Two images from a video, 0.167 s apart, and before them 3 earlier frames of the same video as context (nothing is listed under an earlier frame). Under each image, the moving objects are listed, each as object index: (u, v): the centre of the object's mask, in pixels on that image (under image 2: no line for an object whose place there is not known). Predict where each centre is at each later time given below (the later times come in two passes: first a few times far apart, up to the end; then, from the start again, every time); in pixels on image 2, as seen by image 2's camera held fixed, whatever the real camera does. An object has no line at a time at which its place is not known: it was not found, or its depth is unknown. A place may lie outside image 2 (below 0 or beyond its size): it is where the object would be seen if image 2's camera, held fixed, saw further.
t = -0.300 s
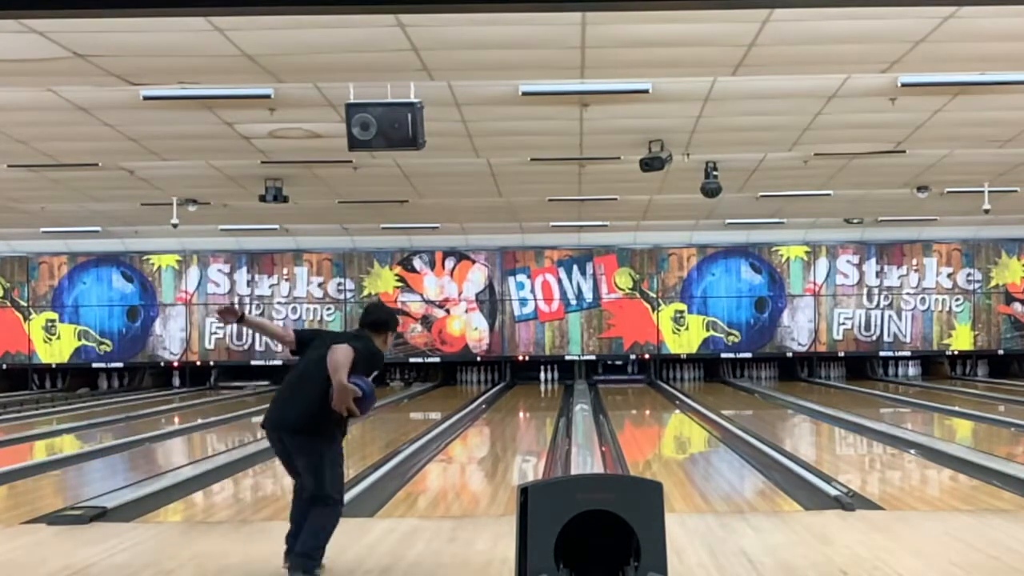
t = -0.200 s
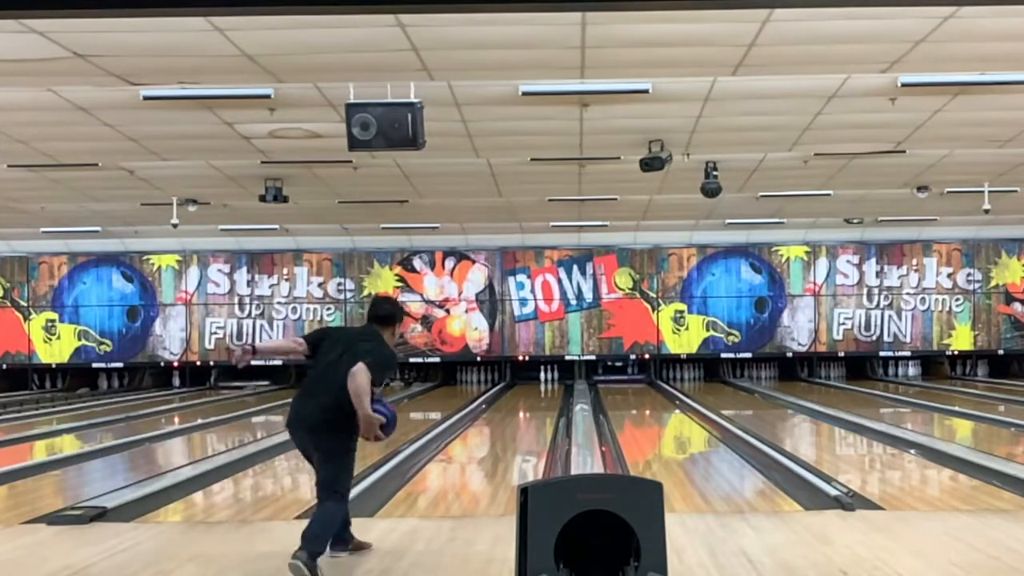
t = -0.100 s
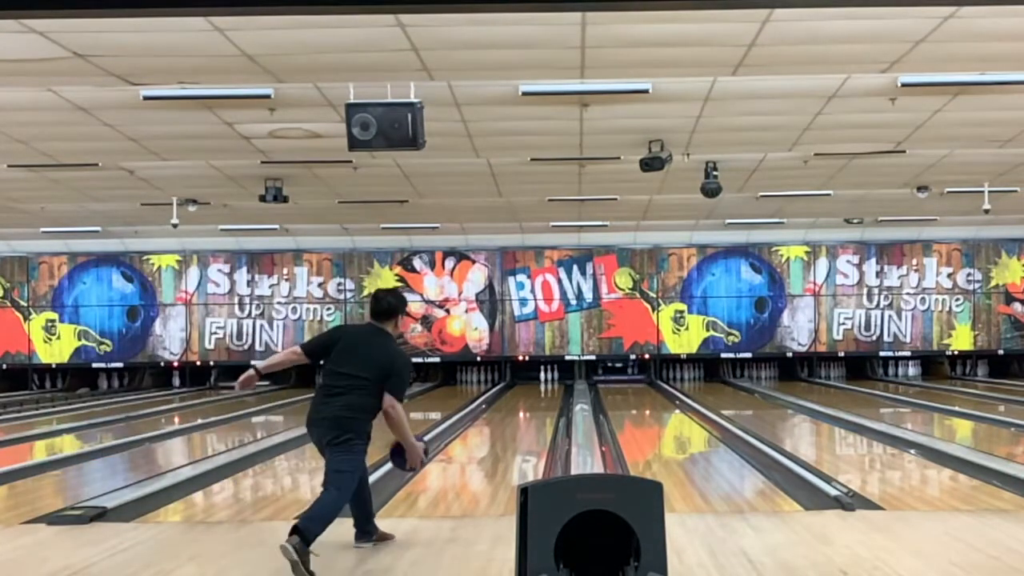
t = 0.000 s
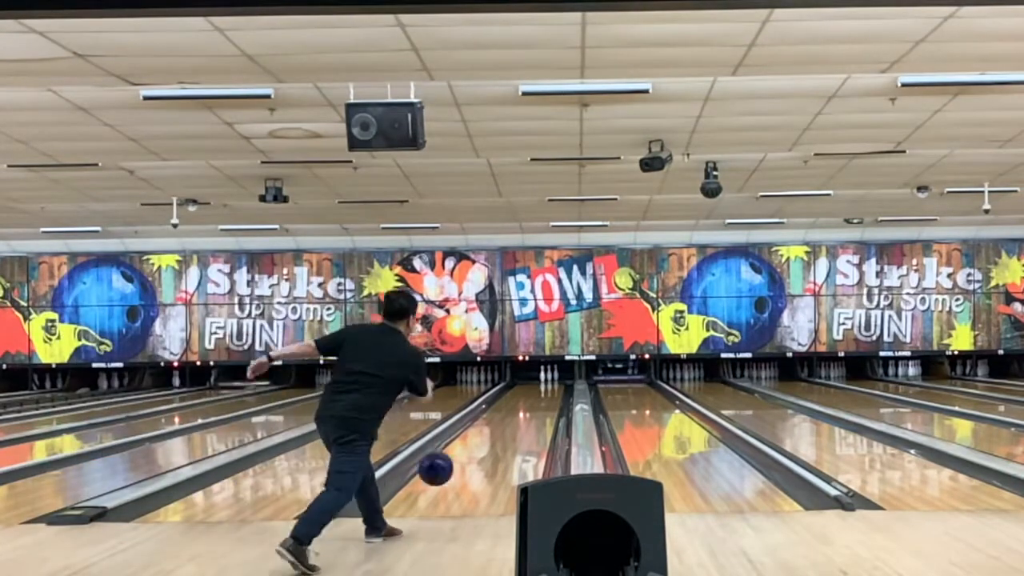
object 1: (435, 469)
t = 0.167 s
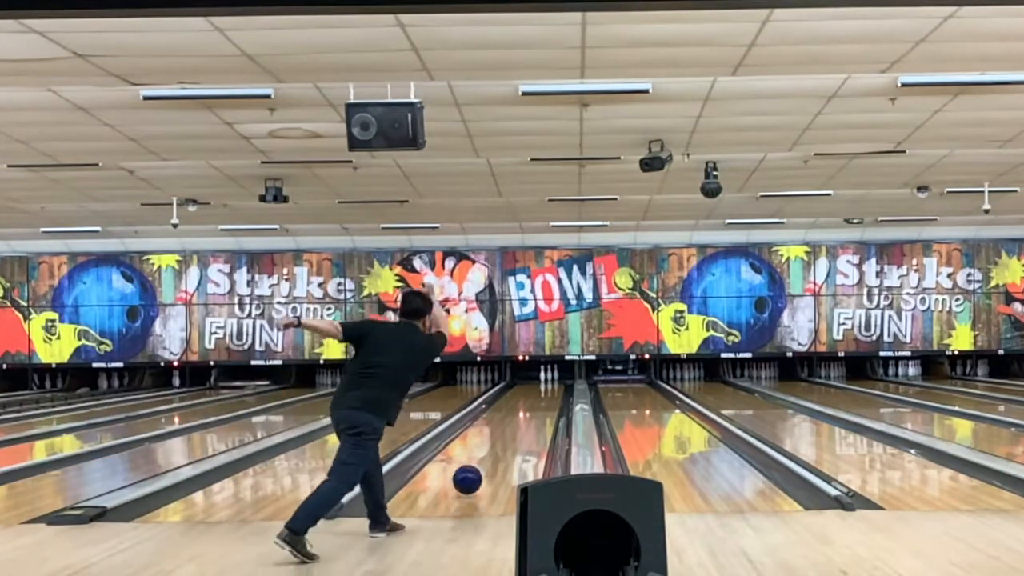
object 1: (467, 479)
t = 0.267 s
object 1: (481, 469)
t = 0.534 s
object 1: (508, 444)
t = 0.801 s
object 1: (526, 427)
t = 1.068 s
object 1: (532, 418)
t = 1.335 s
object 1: (545, 406)
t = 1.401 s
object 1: (547, 403)
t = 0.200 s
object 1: (472, 475)
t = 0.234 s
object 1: (477, 472)
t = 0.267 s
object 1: (481, 469)
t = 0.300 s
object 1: (485, 466)
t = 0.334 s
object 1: (489, 462)
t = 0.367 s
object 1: (493, 459)
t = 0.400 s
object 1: (496, 455)
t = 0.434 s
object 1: (499, 452)
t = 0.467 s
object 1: (503, 449)
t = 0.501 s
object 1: (505, 446)
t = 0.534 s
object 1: (508, 444)
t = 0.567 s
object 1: (511, 441)
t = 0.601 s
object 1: (513, 439)
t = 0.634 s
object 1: (516, 437)
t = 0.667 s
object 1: (518, 435)
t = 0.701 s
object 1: (520, 432)
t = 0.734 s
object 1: (522, 430)
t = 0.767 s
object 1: (524, 429)
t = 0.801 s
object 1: (526, 427)
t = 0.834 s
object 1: (528, 425)
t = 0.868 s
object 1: (529, 423)
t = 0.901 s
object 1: (531, 422)
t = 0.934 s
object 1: (532, 420)
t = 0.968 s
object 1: (533, 419)
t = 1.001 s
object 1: (535, 418)
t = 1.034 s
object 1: (538, 415)
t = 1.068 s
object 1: (532, 418)
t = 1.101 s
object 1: (539, 414)
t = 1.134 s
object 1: (540, 412)
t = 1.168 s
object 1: (541, 411)
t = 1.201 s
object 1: (542, 410)
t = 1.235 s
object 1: (543, 409)
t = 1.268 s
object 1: (543, 408)
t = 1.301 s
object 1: (545, 406)
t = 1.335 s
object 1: (545, 406)
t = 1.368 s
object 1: (546, 404)
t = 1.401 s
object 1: (547, 403)
